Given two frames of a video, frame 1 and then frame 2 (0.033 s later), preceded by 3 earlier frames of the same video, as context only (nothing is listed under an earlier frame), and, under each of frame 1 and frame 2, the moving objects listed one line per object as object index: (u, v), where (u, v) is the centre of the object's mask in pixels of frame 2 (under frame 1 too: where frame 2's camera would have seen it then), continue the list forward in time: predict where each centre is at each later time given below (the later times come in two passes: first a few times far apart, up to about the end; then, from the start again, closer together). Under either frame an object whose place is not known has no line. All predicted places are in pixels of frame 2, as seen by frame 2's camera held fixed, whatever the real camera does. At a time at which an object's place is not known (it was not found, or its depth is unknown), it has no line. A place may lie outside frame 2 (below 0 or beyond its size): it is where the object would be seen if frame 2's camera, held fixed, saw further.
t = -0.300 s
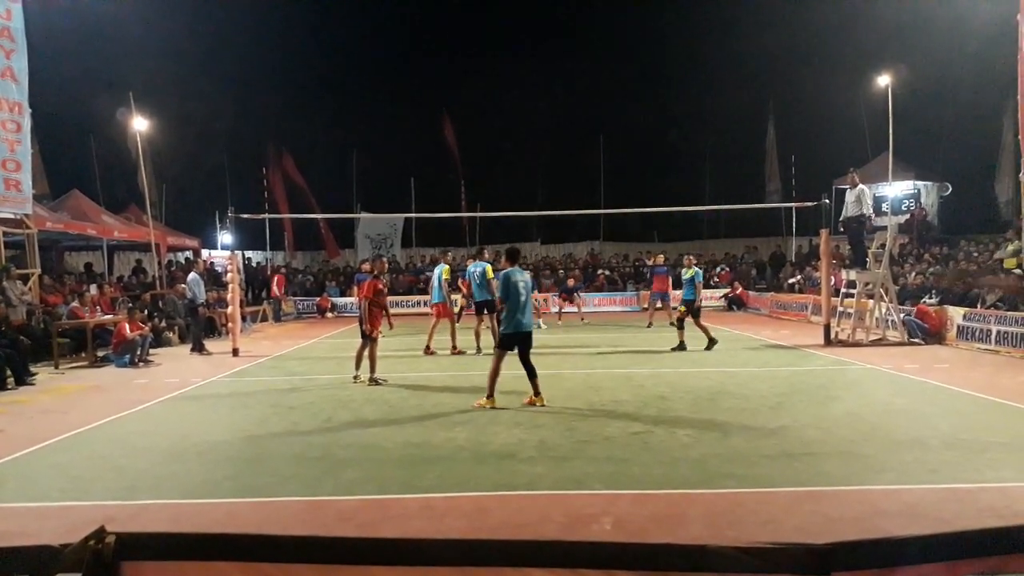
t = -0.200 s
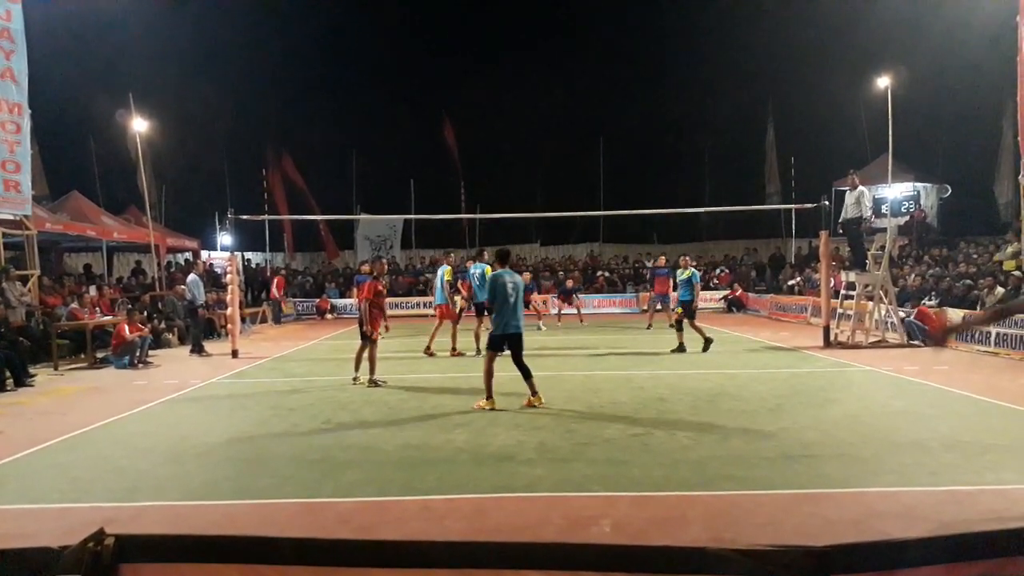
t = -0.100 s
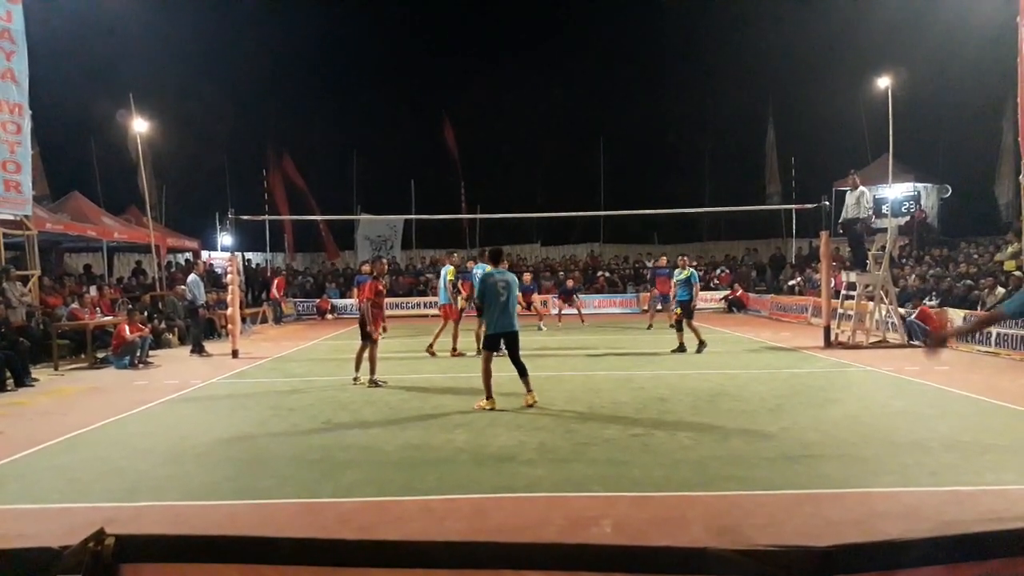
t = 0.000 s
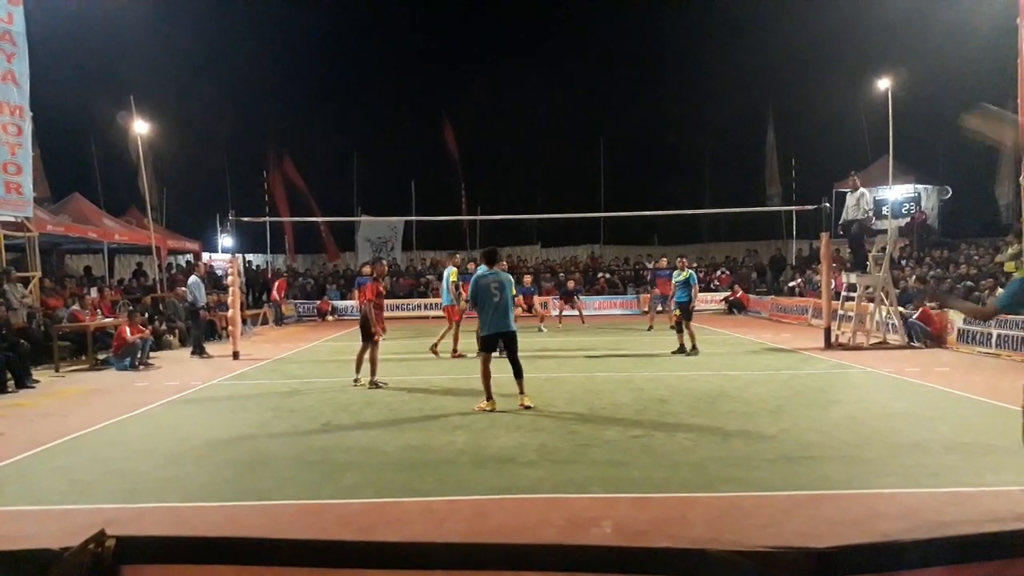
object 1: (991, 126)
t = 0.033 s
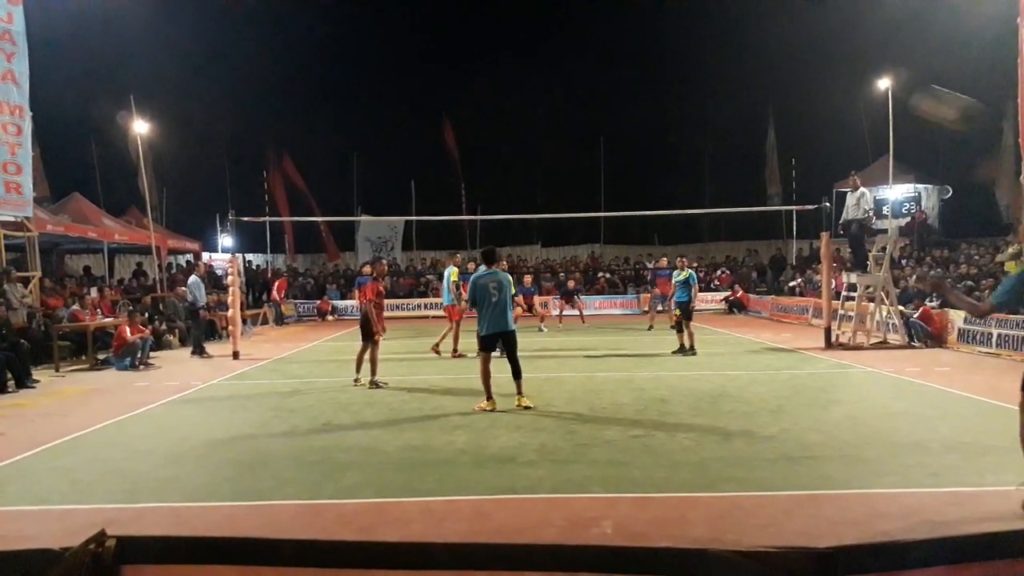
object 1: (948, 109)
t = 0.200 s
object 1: (764, 58)
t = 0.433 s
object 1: (636, 56)
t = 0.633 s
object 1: (576, 84)
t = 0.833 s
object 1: (536, 126)
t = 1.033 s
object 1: (508, 175)
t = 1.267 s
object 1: (486, 238)
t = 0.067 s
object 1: (897, 91)
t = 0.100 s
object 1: (856, 78)
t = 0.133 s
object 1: (821, 70)
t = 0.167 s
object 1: (791, 63)
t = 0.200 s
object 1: (764, 58)
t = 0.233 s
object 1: (739, 54)
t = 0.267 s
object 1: (717, 52)
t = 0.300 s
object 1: (697, 51)
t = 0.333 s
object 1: (680, 50)
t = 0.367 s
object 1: (664, 51)
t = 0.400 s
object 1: (649, 53)
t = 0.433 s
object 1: (636, 56)
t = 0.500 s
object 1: (612, 64)
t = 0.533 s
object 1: (602, 68)
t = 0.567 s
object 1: (593, 73)
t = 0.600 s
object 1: (584, 79)
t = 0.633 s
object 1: (576, 84)
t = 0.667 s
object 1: (568, 90)
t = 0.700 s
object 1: (561, 97)
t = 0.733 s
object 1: (554, 104)
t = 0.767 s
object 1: (548, 111)
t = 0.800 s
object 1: (542, 118)
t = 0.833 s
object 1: (536, 126)
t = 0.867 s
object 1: (530, 134)
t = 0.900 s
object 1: (526, 141)
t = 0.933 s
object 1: (521, 149)
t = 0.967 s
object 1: (516, 158)
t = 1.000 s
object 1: (512, 166)
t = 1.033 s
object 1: (508, 175)
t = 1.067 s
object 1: (505, 183)
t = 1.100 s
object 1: (502, 192)
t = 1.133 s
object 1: (498, 201)
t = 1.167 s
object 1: (495, 209)
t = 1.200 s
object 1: (492, 220)
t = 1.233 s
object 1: (489, 228)
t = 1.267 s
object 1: (486, 238)
